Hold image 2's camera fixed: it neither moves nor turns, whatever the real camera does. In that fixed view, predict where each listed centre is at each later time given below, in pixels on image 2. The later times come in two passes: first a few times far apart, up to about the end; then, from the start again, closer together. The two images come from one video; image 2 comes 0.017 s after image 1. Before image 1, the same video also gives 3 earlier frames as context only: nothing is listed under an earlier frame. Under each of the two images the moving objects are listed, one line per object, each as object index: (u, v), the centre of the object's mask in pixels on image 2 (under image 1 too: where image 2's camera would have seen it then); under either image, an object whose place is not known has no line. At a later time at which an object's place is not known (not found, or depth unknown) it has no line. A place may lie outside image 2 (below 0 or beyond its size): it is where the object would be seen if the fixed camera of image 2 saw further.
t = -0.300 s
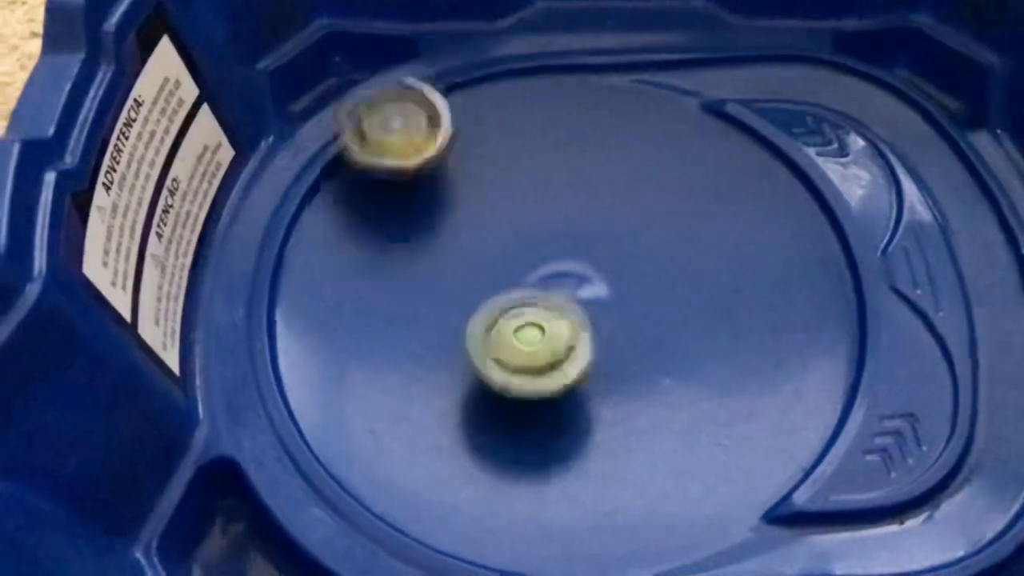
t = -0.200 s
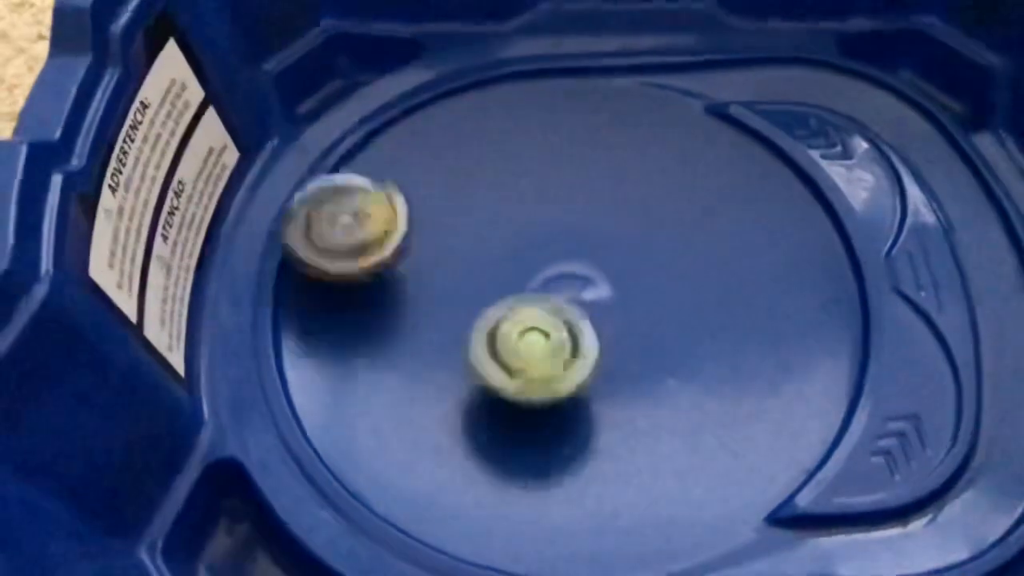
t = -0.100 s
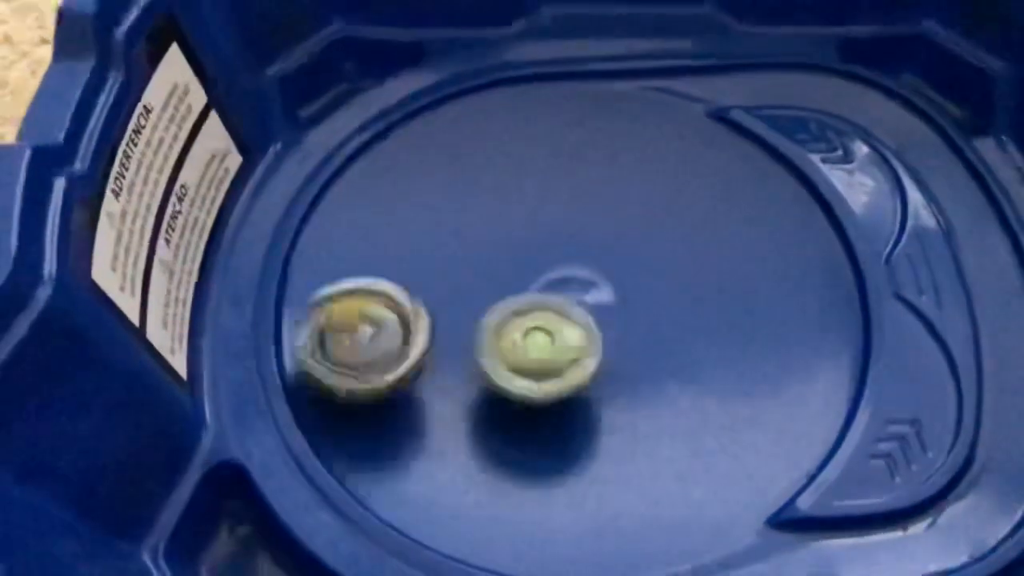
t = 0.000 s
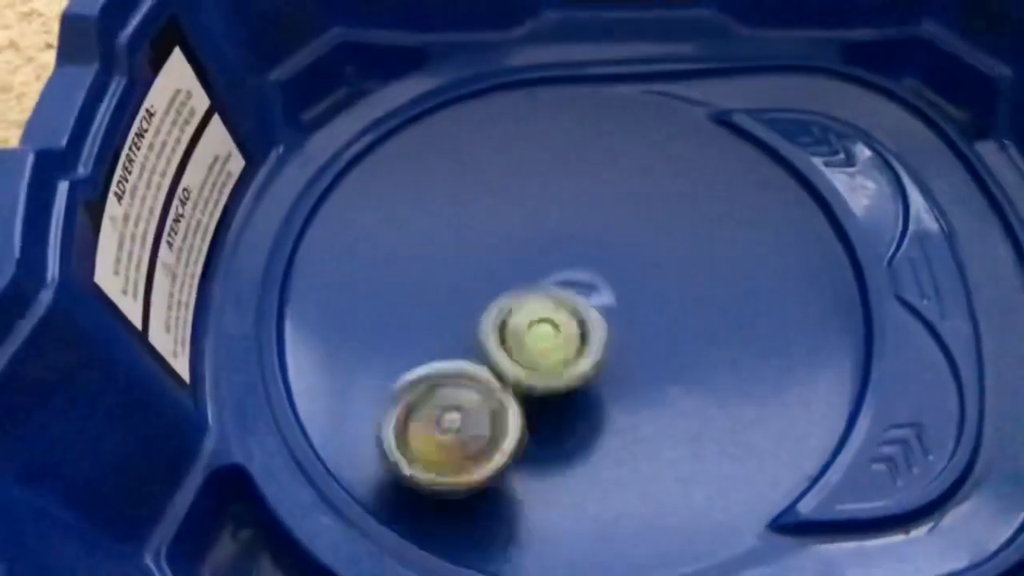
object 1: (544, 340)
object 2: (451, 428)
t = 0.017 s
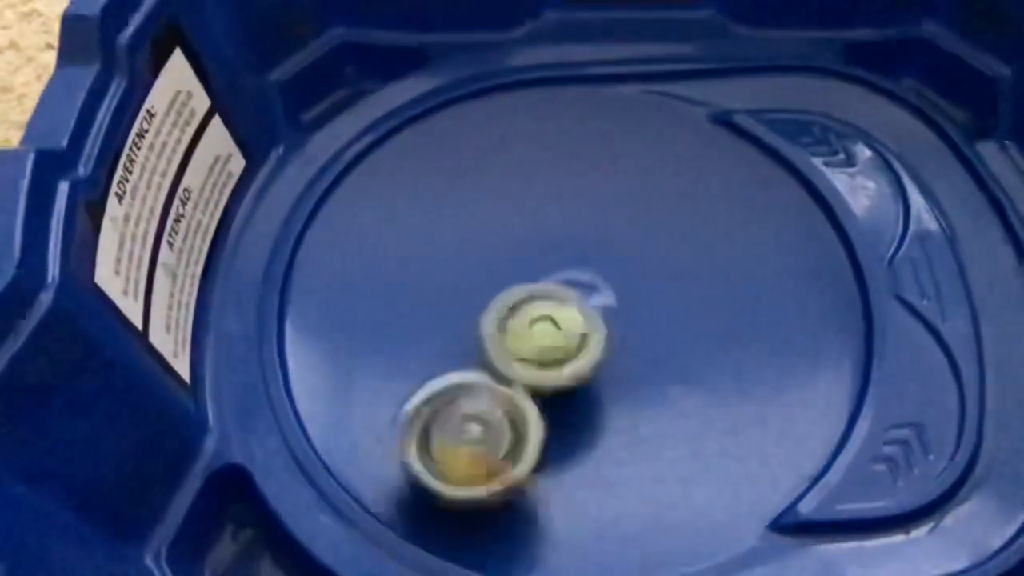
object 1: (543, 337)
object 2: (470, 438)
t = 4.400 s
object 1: (671, 305)
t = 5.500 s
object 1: (671, 313)
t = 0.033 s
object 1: (543, 334)
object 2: (486, 448)
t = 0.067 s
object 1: (541, 329)
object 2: (531, 460)
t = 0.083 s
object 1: (542, 327)
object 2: (555, 465)
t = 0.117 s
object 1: (542, 321)
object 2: (604, 469)
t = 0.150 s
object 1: (545, 316)
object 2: (649, 465)
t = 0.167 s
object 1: (544, 313)
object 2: (671, 457)
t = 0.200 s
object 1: (542, 306)
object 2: (712, 443)
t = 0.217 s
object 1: (540, 302)
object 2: (729, 433)
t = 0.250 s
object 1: (533, 293)
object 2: (762, 412)
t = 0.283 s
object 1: (525, 282)
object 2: (787, 384)
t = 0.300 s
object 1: (524, 277)
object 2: (797, 370)
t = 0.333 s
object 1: (520, 268)
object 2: (810, 337)
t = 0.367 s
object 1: (519, 263)
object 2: (812, 304)
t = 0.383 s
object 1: (519, 260)
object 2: (811, 288)
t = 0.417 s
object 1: (519, 257)
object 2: (802, 259)
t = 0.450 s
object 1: (518, 255)
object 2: (790, 230)
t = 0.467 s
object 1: (519, 253)
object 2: (781, 218)
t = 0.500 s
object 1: (519, 249)
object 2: (761, 194)
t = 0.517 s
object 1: (521, 247)
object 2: (748, 183)
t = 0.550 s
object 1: (523, 243)
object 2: (723, 164)
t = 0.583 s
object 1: (525, 239)
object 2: (692, 151)
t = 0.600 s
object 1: (526, 236)
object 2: (678, 148)
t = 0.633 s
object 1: (529, 232)
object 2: (647, 140)
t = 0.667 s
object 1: (532, 229)
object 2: (616, 137)
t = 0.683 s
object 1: (534, 228)
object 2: (598, 135)
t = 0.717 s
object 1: (530, 233)
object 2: (574, 130)
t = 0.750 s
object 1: (521, 242)
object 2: (554, 126)
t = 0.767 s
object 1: (519, 246)
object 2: (544, 123)
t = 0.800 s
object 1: (516, 253)
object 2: (524, 123)
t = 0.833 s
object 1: (515, 259)
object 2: (501, 128)
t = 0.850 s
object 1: (514, 263)
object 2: (489, 132)
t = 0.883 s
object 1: (513, 270)
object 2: (467, 145)
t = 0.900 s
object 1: (513, 274)
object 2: (458, 153)
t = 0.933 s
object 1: (515, 281)
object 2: (442, 167)
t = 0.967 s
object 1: (516, 289)
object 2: (427, 191)
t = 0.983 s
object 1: (517, 291)
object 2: (425, 203)
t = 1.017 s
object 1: (520, 300)
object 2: (419, 231)
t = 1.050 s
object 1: (528, 311)
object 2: (414, 248)
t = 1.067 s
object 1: (534, 316)
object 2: (413, 259)
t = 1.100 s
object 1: (542, 326)
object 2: (418, 282)
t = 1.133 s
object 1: (558, 337)
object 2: (425, 303)
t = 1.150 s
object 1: (566, 341)
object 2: (430, 311)
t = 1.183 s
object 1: (583, 352)
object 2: (439, 329)
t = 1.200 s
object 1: (596, 358)
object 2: (443, 335)
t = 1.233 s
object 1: (616, 367)
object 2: (457, 350)
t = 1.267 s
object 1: (635, 371)
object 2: (477, 361)
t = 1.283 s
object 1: (645, 373)
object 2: (490, 366)
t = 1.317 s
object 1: (664, 375)
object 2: (516, 372)
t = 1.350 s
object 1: (686, 376)
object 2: (538, 372)
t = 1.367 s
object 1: (698, 376)
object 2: (549, 371)
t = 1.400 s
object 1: (721, 374)
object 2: (569, 366)
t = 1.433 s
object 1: (739, 370)
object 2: (585, 351)
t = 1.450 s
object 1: (749, 366)
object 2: (591, 347)
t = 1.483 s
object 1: (764, 361)
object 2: (605, 335)
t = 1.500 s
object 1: (771, 356)
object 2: (609, 324)
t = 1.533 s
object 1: (784, 347)
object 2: (614, 311)
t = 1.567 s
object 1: (791, 337)
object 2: (619, 299)
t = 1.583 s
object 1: (794, 331)
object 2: (621, 293)
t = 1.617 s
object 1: (796, 321)
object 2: (624, 291)
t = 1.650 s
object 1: (796, 309)
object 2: (632, 291)
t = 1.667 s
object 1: (795, 304)
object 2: (634, 291)
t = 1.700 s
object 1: (790, 293)
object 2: (638, 291)
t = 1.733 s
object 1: (782, 285)
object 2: (643, 282)
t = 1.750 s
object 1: (784, 281)
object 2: (637, 276)
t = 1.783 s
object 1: (786, 273)
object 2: (624, 265)
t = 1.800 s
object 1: (785, 270)
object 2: (623, 261)
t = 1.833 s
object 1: (778, 263)
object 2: (619, 251)
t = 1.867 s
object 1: (772, 256)
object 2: (619, 244)
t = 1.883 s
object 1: (766, 254)
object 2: (618, 236)
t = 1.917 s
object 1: (753, 248)
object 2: (612, 223)
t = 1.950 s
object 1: (741, 244)
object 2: (605, 208)
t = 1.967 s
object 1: (734, 243)
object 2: (601, 201)
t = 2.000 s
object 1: (718, 240)
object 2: (587, 192)
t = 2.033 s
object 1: (703, 239)
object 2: (575, 178)
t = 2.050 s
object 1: (694, 239)
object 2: (566, 175)
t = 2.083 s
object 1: (677, 239)
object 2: (551, 168)
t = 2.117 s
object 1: (660, 241)
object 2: (530, 166)
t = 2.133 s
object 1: (651, 243)
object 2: (520, 166)
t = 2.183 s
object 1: (629, 247)
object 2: (494, 171)
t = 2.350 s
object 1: (596, 275)
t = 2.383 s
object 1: (595, 285)
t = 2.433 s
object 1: (597, 306)
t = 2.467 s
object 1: (630, 332)
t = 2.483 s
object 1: (647, 342)
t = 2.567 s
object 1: (708, 377)
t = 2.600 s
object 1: (725, 379)
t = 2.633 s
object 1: (739, 377)
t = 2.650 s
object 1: (743, 375)
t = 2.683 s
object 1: (754, 367)
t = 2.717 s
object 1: (762, 355)
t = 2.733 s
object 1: (767, 352)
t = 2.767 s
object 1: (772, 341)
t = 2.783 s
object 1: (773, 333)
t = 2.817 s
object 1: (774, 322)
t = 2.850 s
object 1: (773, 311)
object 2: (578, 309)
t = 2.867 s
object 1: (769, 305)
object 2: (581, 304)
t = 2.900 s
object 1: (765, 294)
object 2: (579, 300)
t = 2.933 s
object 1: (756, 283)
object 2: (573, 297)
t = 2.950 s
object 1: (753, 279)
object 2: (570, 296)
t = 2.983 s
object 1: (741, 270)
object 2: (559, 292)
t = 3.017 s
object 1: (729, 262)
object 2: (549, 288)
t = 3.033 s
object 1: (723, 258)
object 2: (541, 285)
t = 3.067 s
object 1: (709, 251)
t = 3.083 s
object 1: (701, 247)
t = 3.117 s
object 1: (686, 241)
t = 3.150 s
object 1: (671, 237)
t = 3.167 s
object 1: (664, 237)
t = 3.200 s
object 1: (649, 233)
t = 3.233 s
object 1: (642, 230)
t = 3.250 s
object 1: (639, 229)
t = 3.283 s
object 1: (631, 225)
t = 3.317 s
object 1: (657, 222)
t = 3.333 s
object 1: (668, 218)
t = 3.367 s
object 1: (693, 217)
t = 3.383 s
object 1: (705, 218)
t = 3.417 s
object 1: (718, 216)
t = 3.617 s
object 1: (743, 204)
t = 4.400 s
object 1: (671, 305)
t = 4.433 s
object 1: (686, 309)
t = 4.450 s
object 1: (695, 312)
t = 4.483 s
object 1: (702, 312)
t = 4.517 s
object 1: (705, 313)
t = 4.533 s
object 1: (708, 314)
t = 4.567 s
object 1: (709, 312)
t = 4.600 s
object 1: (710, 312)
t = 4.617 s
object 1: (710, 312)
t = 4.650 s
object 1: (710, 309)
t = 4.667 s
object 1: (706, 309)
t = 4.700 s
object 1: (704, 308)
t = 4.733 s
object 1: (700, 306)
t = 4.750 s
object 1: (697, 306)
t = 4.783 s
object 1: (691, 305)
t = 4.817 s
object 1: (684, 303)
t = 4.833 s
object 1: (681, 302)
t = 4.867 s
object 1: (672, 302)
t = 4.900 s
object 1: (662, 301)
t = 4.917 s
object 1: (668, 304)
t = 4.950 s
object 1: (689, 315)
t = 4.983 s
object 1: (705, 318)
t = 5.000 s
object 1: (719, 319)
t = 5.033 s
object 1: (733, 321)
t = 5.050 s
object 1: (741, 318)
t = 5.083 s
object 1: (747, 315)
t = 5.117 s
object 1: (750, 315)
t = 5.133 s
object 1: (752, 314)
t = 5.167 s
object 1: (750, 313)
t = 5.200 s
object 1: (749, 314)
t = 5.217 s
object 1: (749, 314)
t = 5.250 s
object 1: (745, 315)
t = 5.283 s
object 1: (740, 315)
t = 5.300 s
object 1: (736, 316)
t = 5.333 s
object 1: (729, 316)
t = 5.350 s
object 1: (724, 316)
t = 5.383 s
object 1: (714, 316)
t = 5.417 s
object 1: (704, 315)
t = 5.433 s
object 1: (698, 315)
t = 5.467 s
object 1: (686, 314)
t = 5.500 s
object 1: (671, 313)
